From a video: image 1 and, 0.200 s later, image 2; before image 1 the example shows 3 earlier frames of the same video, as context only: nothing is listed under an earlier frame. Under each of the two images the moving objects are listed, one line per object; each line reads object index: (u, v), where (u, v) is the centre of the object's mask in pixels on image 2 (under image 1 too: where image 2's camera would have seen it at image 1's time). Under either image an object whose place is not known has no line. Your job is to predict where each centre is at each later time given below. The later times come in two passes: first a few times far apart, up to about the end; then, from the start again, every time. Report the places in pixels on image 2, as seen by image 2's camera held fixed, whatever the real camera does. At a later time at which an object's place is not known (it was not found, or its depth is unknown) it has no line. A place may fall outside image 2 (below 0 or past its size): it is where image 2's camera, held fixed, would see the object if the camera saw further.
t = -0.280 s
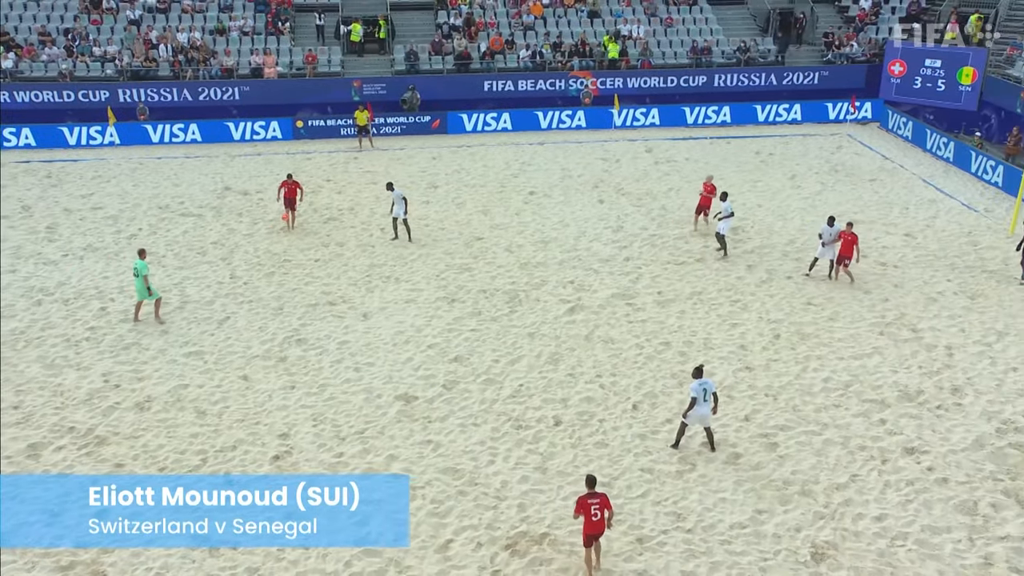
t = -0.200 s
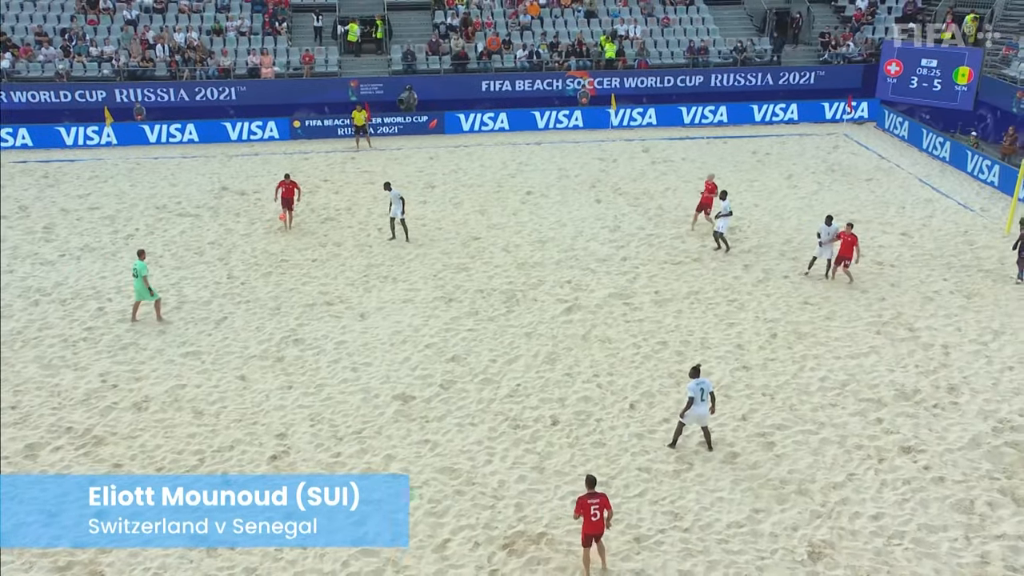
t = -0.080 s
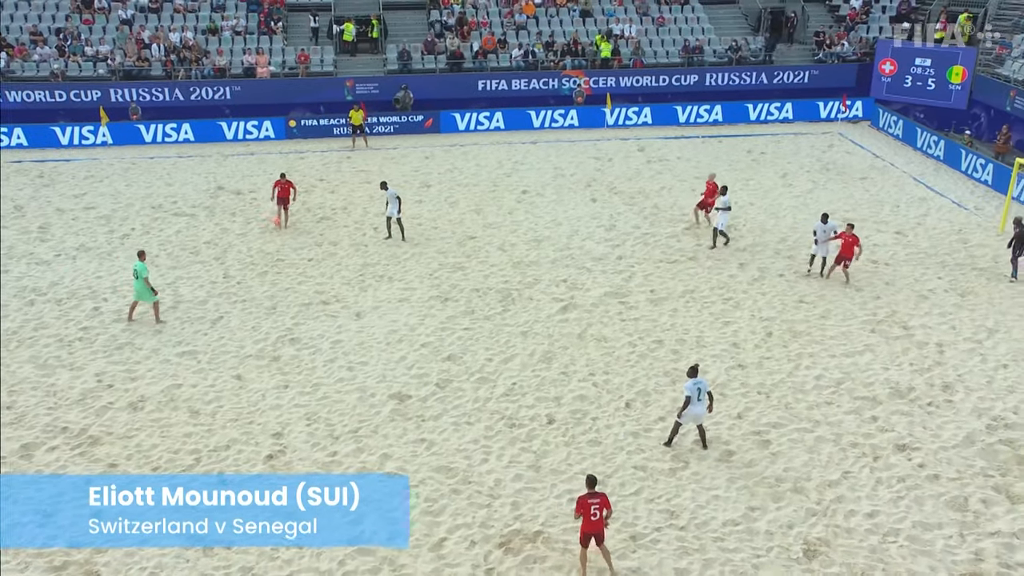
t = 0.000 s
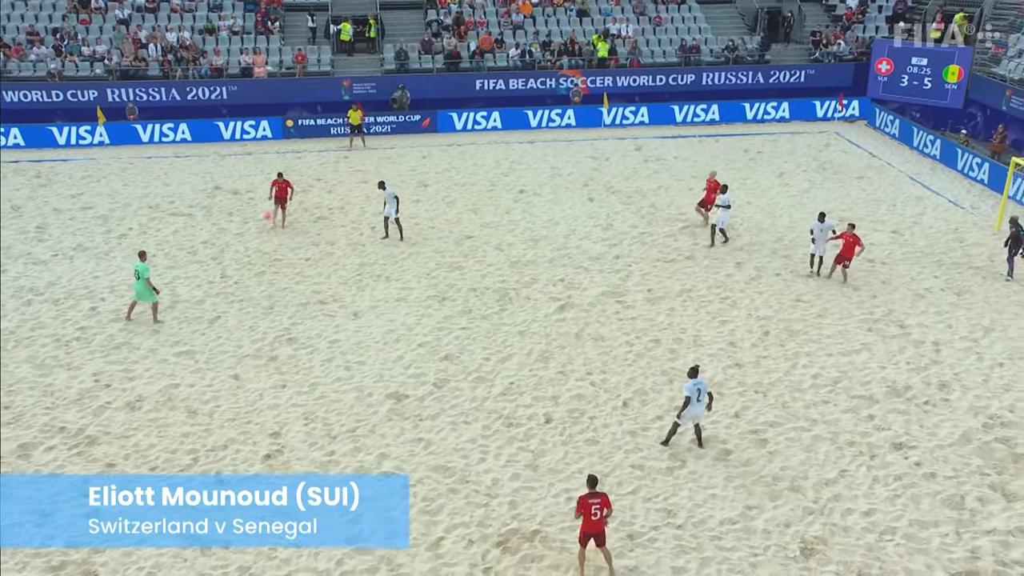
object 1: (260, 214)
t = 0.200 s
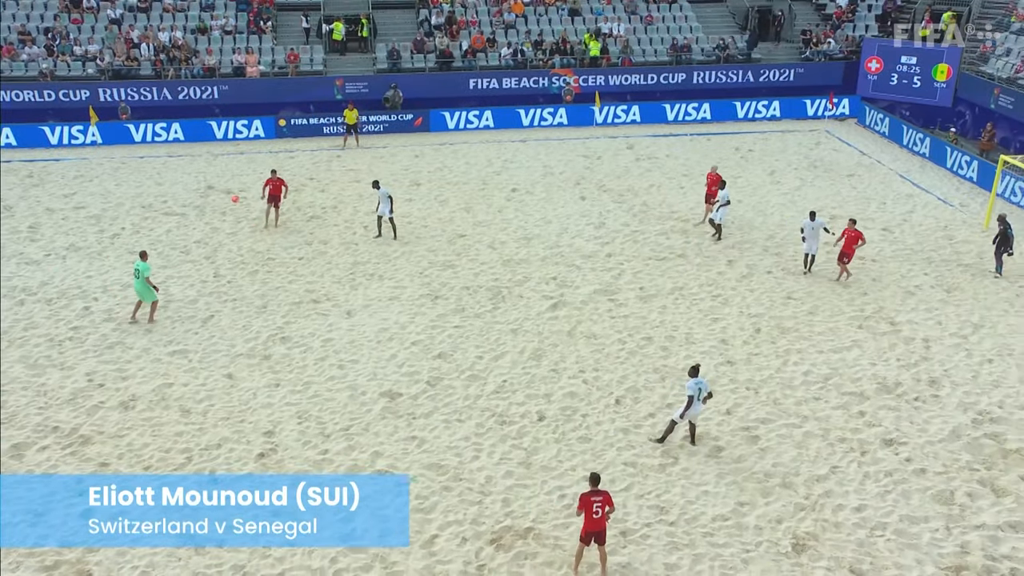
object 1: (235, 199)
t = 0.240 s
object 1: (230, 196)
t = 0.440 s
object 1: (204, 196)
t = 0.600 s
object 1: (185, 207)
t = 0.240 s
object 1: (230, 196)
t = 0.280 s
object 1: (225, 196)
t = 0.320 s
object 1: (220, 196)
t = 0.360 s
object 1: (214, 195)
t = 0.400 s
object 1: (210, 196)
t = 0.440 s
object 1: (204, 196)
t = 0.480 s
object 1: (200, 198)
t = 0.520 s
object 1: (195, 200)
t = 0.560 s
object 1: (190, 203)
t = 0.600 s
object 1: (185, 207)
